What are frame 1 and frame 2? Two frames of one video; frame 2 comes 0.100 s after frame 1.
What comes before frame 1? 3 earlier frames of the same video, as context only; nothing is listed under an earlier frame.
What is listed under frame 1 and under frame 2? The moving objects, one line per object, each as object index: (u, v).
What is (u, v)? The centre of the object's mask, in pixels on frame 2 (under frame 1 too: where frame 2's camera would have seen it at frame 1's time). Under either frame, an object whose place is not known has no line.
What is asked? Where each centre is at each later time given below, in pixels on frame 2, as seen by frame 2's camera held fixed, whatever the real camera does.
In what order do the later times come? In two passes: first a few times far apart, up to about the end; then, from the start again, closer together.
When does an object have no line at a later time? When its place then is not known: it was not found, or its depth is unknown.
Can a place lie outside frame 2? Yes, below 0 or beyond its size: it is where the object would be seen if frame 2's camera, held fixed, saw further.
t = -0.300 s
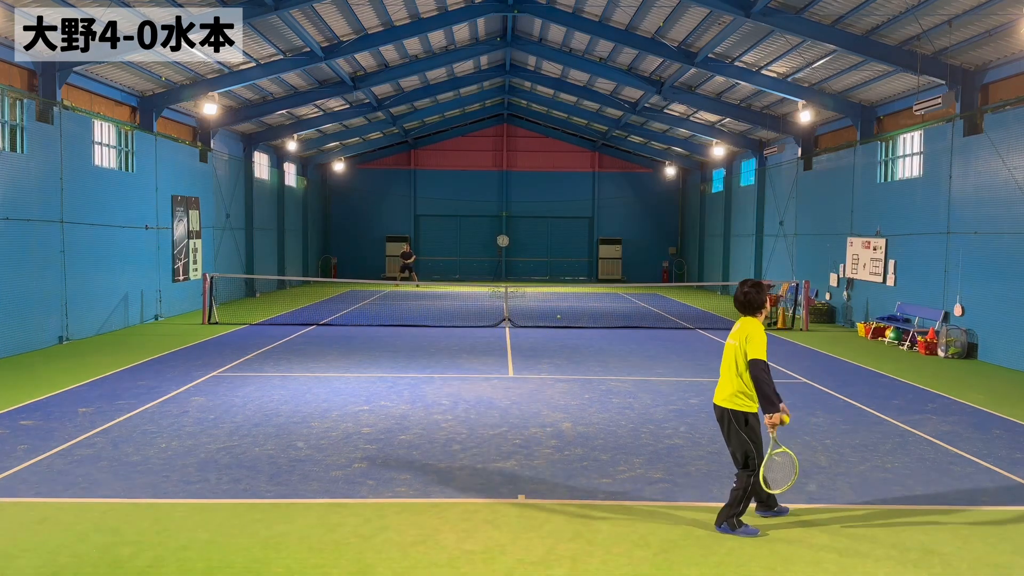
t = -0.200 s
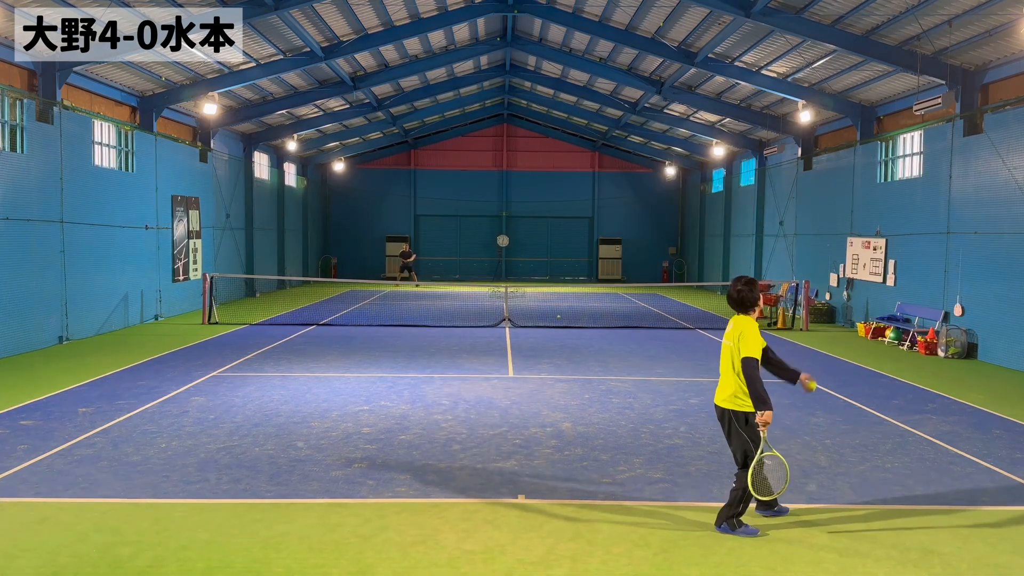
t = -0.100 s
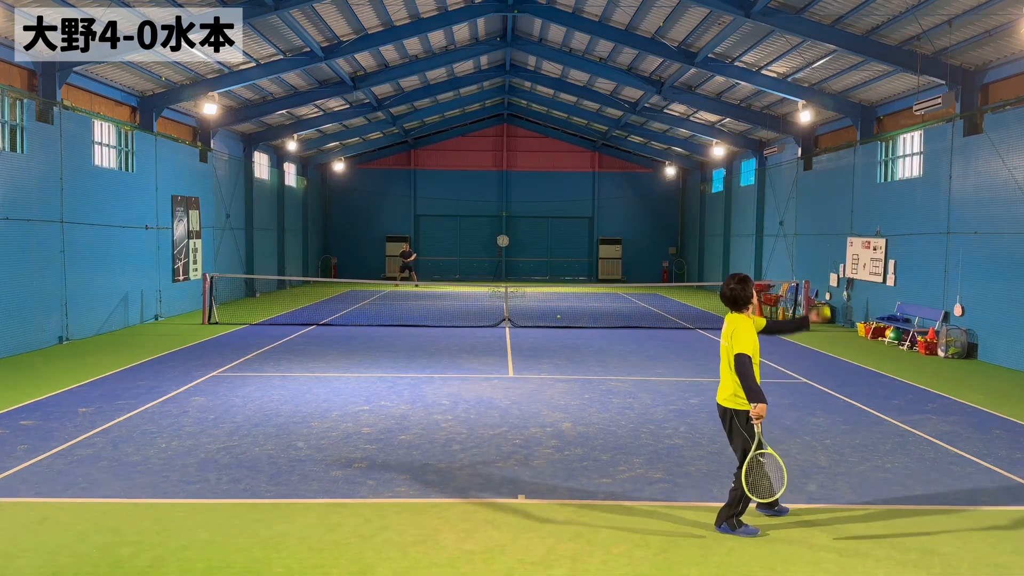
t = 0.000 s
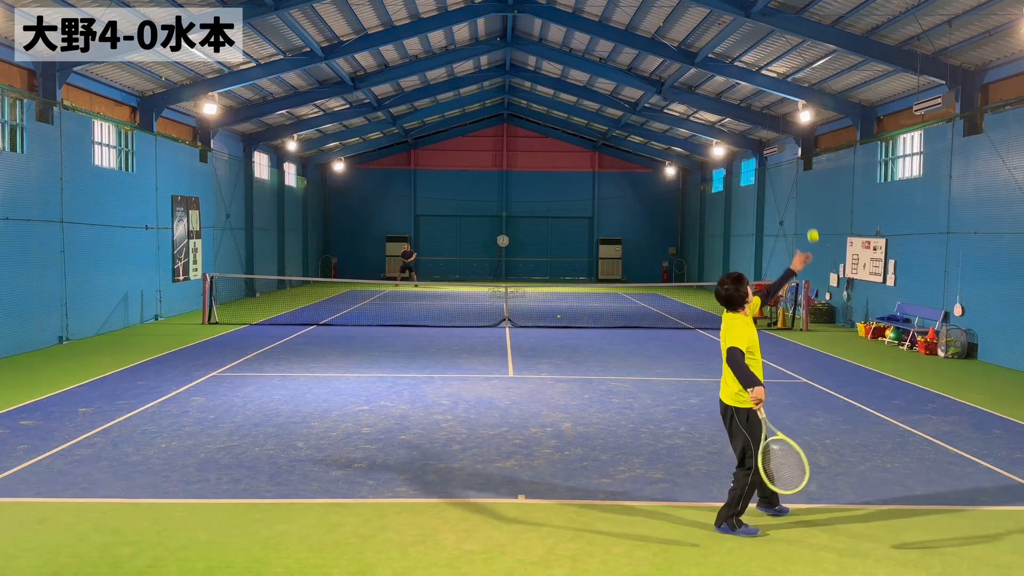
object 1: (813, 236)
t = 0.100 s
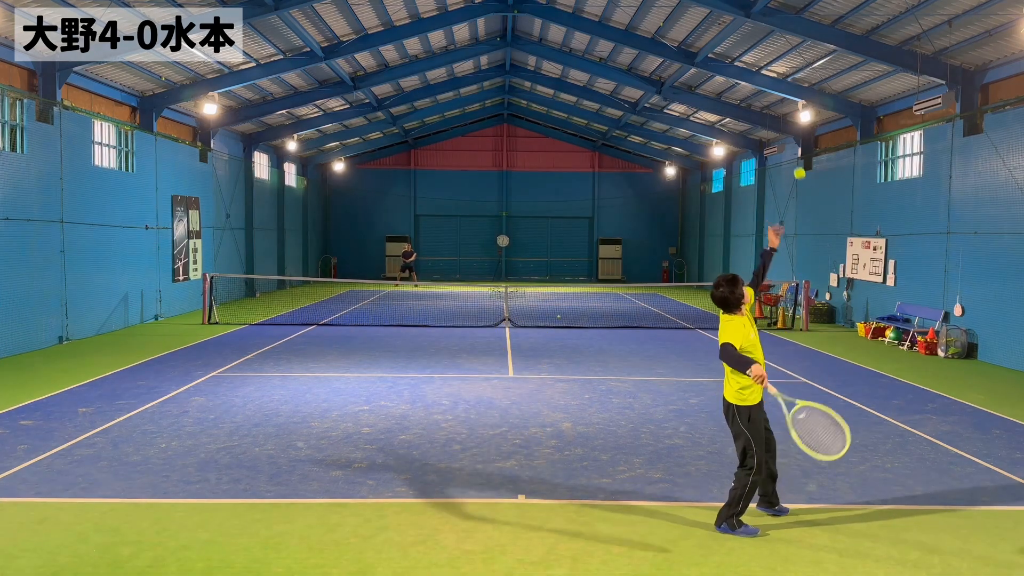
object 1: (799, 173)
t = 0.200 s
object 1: (788, 132)
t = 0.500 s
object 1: (746, 68)
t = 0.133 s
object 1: (795, 155)
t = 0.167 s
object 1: (793, 147)
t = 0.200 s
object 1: (788, 132)
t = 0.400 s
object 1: (761, 75)
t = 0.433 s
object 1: (756, 71)
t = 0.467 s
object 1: (751, 69)
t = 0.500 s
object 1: (746, 68)
